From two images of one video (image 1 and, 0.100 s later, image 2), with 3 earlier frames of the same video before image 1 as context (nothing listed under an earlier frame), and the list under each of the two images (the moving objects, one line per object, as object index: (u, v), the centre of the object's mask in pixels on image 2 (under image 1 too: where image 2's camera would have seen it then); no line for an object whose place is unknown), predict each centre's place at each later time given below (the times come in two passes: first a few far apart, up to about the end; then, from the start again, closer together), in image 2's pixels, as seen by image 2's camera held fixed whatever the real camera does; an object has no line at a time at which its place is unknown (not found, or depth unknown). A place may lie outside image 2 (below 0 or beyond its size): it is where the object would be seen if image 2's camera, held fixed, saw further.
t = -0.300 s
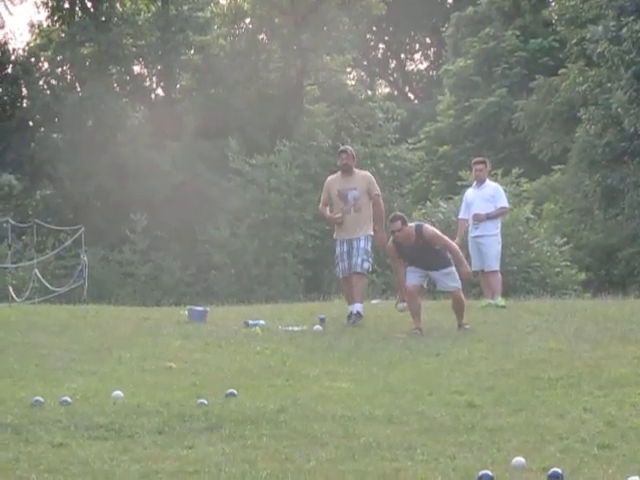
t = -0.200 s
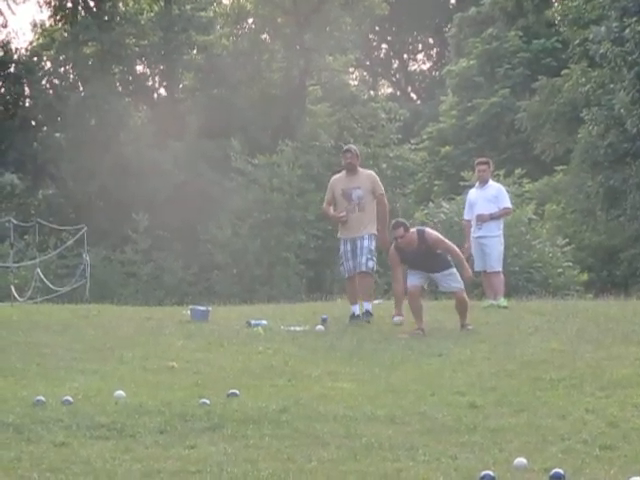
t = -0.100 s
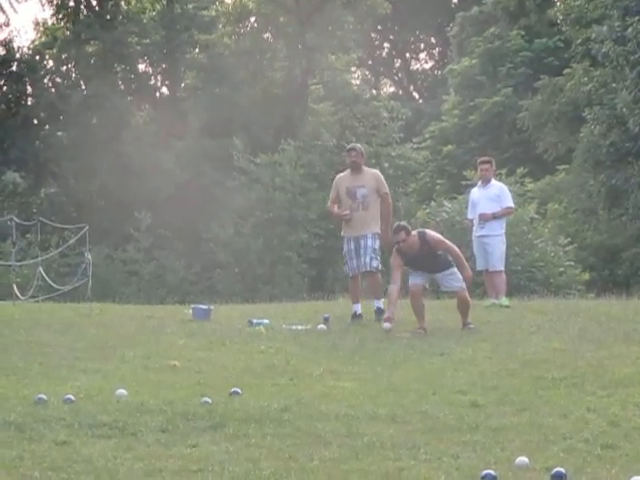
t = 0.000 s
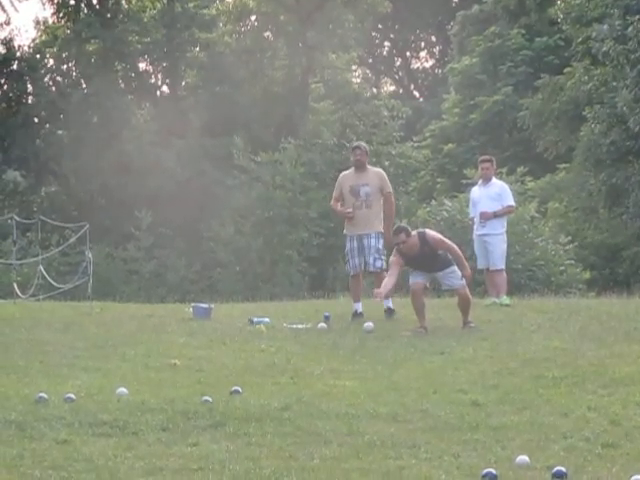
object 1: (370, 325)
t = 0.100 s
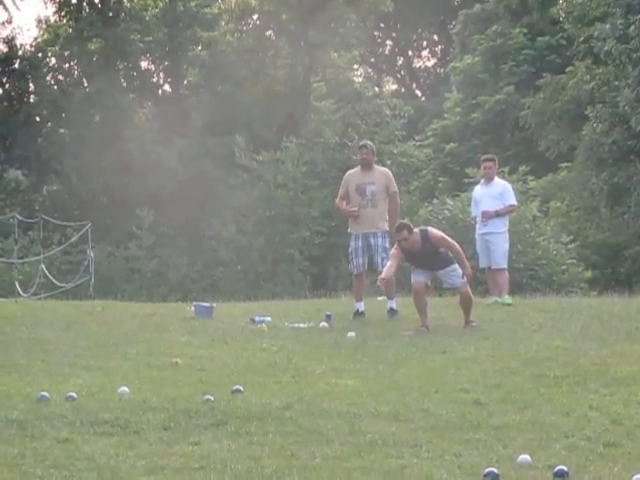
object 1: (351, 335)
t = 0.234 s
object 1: (330, 335)
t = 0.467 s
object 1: (296, 337)
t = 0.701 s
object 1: (263, 342)
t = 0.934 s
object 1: (232, 351)
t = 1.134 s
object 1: (210, 354)
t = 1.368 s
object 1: (188, 359)
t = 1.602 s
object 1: (166, 365)
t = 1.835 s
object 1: (147, 369)
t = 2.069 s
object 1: (133, 374)
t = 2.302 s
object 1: (121, 377)
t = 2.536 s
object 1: (112, 380)
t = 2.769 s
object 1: (106, 383)
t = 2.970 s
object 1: (102, 383)
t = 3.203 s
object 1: (99, 386)
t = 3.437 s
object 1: (98, 389)
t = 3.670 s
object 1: (100, 391)
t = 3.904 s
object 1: (102, 390)
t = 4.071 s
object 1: (103, 390)
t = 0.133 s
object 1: (345, 336)
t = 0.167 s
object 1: (340, 334)
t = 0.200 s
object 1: (335, 334)
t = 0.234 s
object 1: (330, 335)
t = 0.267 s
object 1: (324, 337)
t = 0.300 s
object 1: (320, 338)
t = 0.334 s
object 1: (315, 341)
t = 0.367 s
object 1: (309, 339)
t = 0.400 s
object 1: (305, 337)
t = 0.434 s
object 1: (300, 337)
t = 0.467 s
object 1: (296, 337)
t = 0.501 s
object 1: (291, 338)
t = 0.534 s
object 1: (286, 340)
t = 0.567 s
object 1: (281, 342)
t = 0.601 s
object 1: (277, 344)
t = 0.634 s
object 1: (272, 342)
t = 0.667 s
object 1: (268, 342)
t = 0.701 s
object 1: (263, 342)
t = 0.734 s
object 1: (259, 343)
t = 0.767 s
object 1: (254, 345)
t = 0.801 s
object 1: (250, 348)
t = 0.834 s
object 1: (245, 349)
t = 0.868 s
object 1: (240, 348)
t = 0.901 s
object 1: (236, 349)
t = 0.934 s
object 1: (232, 351)
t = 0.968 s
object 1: (227, 352)
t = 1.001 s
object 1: (224, 351)
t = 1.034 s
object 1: (221, 350)
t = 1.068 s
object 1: (217, 351)
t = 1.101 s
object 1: (213, 352)
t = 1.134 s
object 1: (210, 354)
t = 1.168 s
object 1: (207, 356)
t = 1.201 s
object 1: (203, 356)
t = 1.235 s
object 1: (200, 355)
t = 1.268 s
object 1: (197, 355)
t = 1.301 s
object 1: (194, 356)
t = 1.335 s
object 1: (191, 358)
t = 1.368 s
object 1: (188, 359)
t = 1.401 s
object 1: (185, 361)
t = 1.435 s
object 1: (181, 361)
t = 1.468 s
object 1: (178, 363)
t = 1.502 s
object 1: (176, 364)
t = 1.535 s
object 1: (173, 364)
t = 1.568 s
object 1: (170, 364)
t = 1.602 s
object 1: (166, 365)
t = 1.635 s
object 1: (164, 365)
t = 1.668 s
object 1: (161, 366)
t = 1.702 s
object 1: (158, 367)
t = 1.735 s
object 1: (156, 367)
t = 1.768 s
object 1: (153, 367)
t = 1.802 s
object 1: (151, 368)
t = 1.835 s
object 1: (147, 369)
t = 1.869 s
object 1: (145, 371)
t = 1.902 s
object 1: (143, 370)
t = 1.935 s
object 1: (141, 371)
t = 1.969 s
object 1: (139, 372)
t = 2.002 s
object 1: (136, 374)
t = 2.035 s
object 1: (135, 374)
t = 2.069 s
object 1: (133, 374)
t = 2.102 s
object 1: (131, 375)
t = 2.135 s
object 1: (129, 375)
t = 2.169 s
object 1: (127, 376)
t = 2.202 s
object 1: (125, 377)
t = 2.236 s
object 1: (124, 378)
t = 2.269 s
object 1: (123, 377)
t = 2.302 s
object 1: (121, 377)
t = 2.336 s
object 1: (120, 378)
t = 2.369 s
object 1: (118, 379)
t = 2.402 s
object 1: (117, 379)
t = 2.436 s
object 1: (116, 379)
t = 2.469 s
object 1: (114, 379)
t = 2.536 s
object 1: (112, 380)
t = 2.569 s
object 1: (111, 381)
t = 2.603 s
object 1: (110, 381)
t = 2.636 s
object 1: (108, 381)
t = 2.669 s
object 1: (108, 381)
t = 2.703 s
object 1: (107, 381)
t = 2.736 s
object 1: (107, 383)
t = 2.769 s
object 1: (106, 383)
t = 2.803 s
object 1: (105, 383)
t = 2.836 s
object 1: (104, 383)
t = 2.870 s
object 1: (103, 384)
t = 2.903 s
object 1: (103, 384)
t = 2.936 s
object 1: (102, 383)
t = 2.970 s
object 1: (102, 383)
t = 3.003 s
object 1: (102, 385)
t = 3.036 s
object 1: (101, 386)
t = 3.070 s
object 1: (101, 386)
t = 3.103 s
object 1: (100, 386)
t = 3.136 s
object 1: (100, 386)
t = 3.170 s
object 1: (100, 386)
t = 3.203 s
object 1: (99, 386)
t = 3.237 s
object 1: (99, 387)
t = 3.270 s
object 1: (99, 387)
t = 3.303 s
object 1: (99, 387)
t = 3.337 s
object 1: (99, 388)
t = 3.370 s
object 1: (99, 389)
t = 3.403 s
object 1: (99, 389)
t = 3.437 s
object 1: (98, 389)
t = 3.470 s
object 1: (98, 389)
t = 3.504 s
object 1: (98, 389)
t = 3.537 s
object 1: (98, 389)
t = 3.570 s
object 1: (99, 389)
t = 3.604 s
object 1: (99, 389)
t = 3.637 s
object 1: (100, 390)
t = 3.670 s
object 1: (100, 391)
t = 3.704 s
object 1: (101, 390)
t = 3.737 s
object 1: (101, 390)
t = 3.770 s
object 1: (102, 390)
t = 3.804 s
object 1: (102, 390)
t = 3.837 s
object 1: (102, 390)
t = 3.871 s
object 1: (102, 390)
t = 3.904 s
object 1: (102, 390)
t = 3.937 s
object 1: (102, 390)
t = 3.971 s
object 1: (103, 390)
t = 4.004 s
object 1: (103, 390)
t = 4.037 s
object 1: (103, 390)
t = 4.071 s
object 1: (103, 390)
